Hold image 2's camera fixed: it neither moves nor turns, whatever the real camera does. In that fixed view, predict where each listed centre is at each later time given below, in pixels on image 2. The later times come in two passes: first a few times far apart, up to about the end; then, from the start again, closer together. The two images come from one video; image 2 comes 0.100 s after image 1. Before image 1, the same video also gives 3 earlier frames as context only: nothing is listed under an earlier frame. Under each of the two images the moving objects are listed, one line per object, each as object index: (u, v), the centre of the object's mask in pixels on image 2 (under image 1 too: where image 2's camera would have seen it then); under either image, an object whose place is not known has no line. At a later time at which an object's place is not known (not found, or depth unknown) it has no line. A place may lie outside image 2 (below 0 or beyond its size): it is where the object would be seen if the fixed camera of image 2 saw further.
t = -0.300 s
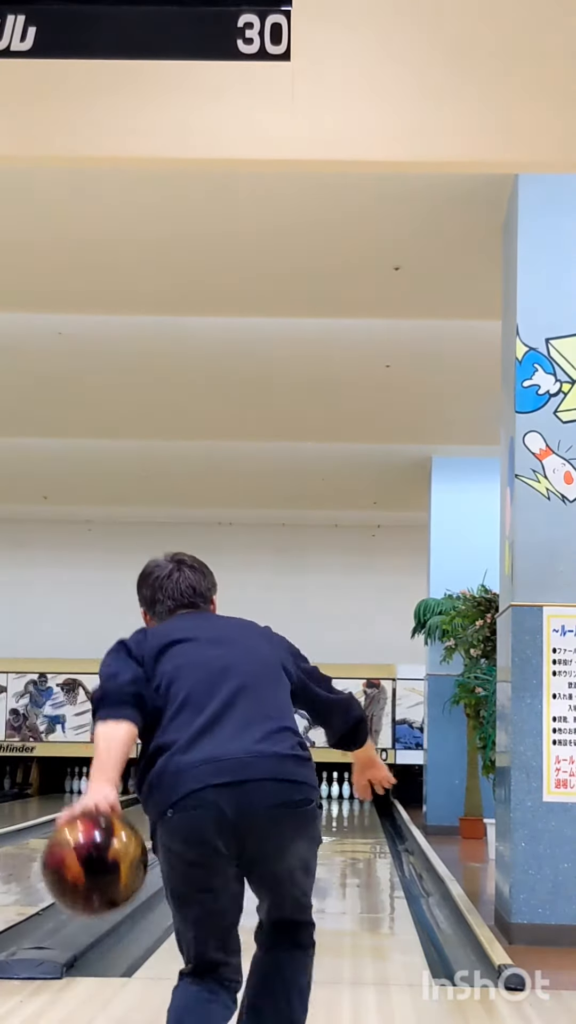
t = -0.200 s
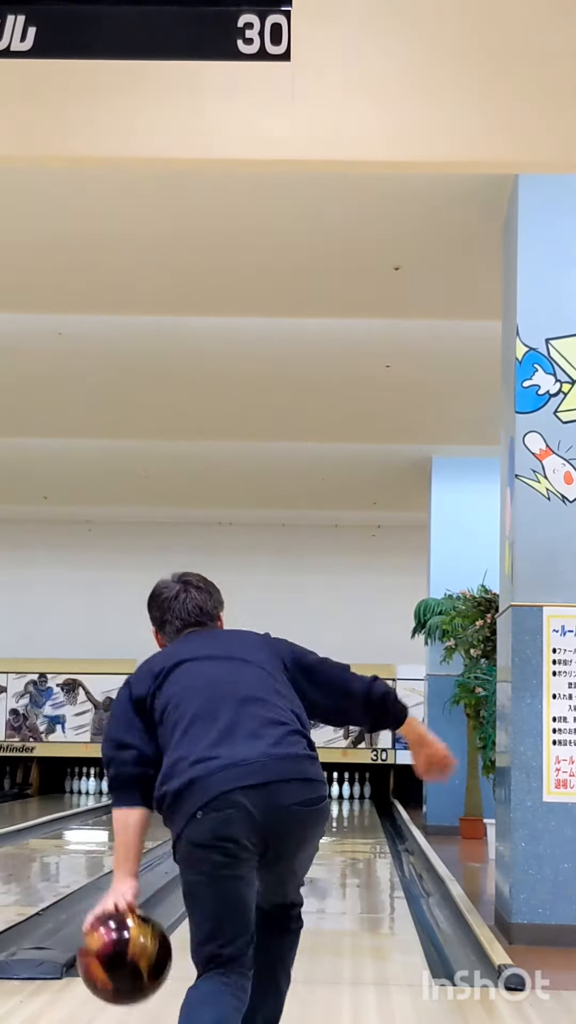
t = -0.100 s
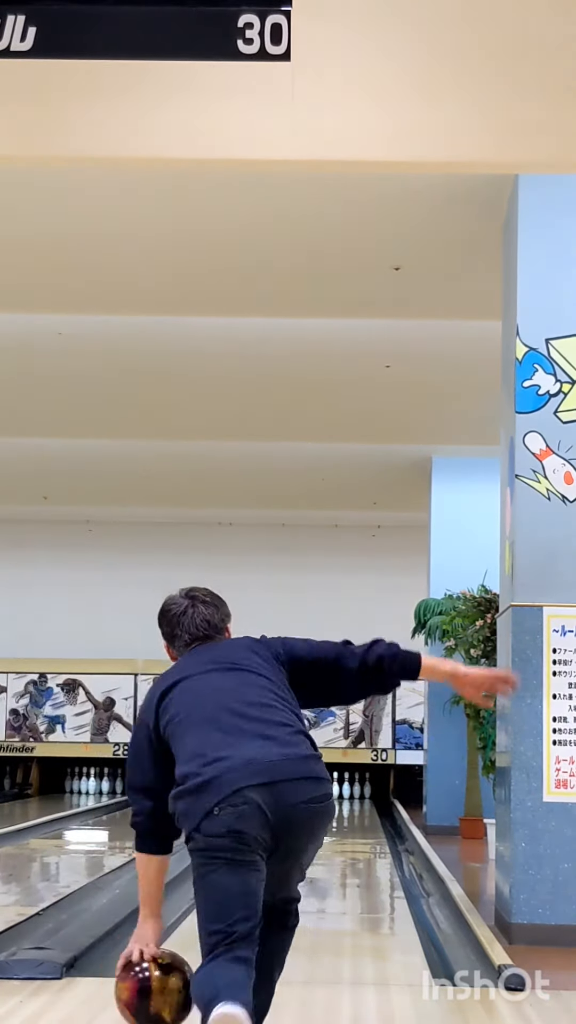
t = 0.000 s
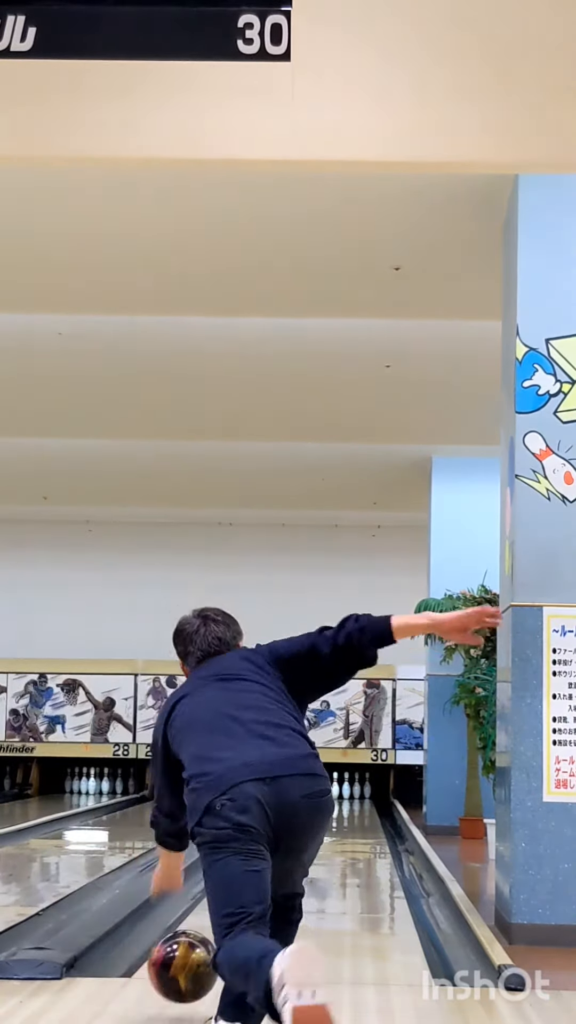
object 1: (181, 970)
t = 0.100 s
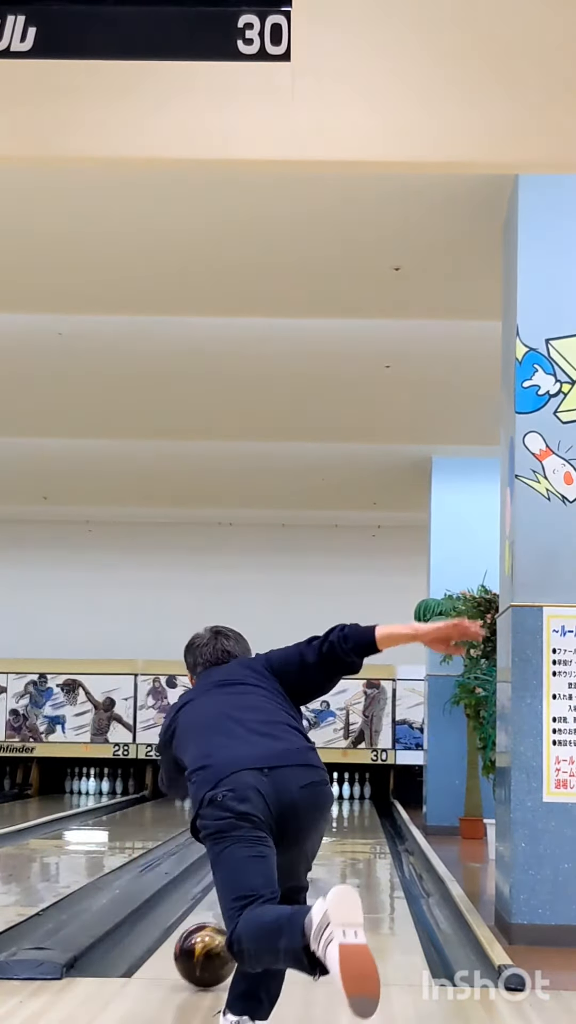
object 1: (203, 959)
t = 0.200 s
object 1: (217, 935)
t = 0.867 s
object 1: (300, 856)
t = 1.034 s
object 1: (301, 846)
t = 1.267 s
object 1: (307, 833)
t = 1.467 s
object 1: (314, 824)
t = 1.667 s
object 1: (319, 817)
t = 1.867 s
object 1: (324, 812)
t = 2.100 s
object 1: (329, 806)
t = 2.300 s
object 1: (333, 802)
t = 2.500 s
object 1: (336, 799)
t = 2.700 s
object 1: (339, 795)
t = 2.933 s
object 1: (343, 792)
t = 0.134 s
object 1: (209, 947)
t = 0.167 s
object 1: (213, 940)
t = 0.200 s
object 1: (217, 935)
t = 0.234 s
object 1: (220, 930)
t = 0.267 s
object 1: (222, 927)
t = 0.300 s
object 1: (224, 923)
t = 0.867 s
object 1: (300, 856)
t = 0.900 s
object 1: (300, 854)
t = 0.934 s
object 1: (301, 852)
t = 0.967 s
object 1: (301, 850)
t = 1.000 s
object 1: (301, 848)
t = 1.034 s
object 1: (301, 846)
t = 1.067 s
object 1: (300, 843)
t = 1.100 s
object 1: (301, 841)
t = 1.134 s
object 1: (302, 839)
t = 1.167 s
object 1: (303, 837)
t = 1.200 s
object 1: (304, 836)
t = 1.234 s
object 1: (305, 834)
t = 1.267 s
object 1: (307, 833)
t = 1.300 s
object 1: (308, 831)
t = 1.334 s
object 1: (309, 829)
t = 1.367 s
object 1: (311, 828)
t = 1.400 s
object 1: (312, 827)
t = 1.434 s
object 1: (313, 825)
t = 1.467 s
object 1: (314, 824)
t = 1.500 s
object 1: (315, 823)
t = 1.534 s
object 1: (316, 821)
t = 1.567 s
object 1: (317, 820)
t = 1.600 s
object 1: (317, 819)
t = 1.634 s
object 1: (318, 819)
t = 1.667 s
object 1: (319, 817)
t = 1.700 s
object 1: (320, 817)
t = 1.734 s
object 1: (321, 816)
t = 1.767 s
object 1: (321, 815)
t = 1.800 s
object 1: (322, 814)
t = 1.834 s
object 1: (323, 813)
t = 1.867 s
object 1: (324, 812)
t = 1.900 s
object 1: (325, 811)
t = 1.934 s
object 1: (326, 810)
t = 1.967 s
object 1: (327, 810)
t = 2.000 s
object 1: (328, 809)
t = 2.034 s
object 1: (328, 808)
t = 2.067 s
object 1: (329, 807)
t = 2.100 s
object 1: (329, 806)
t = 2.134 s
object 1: (329, 806)
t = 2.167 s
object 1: (330, 805)
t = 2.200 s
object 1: (331, 804)
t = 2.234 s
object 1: (332, 804)
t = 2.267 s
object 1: (332, 803)
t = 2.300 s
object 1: (333, 802)
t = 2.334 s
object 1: (334, 802)
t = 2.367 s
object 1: (334, 801)
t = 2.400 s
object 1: (334, 800)
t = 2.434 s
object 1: (335, 800)
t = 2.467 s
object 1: (336, 799)
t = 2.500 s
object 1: (336, 799)
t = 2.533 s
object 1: (336, 798)
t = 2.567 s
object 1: (337, 797)
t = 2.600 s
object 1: (337, 796)
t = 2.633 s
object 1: (338, 796)
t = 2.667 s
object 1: (338, 796)
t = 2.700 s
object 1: (339, 795)
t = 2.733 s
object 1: (339, 795)
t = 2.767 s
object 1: (340, 794)
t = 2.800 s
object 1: (341, 794)
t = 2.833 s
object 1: (342, 793)
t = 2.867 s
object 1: (342, 793)
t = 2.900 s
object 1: (343, 792)
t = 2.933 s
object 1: (343, 792)
